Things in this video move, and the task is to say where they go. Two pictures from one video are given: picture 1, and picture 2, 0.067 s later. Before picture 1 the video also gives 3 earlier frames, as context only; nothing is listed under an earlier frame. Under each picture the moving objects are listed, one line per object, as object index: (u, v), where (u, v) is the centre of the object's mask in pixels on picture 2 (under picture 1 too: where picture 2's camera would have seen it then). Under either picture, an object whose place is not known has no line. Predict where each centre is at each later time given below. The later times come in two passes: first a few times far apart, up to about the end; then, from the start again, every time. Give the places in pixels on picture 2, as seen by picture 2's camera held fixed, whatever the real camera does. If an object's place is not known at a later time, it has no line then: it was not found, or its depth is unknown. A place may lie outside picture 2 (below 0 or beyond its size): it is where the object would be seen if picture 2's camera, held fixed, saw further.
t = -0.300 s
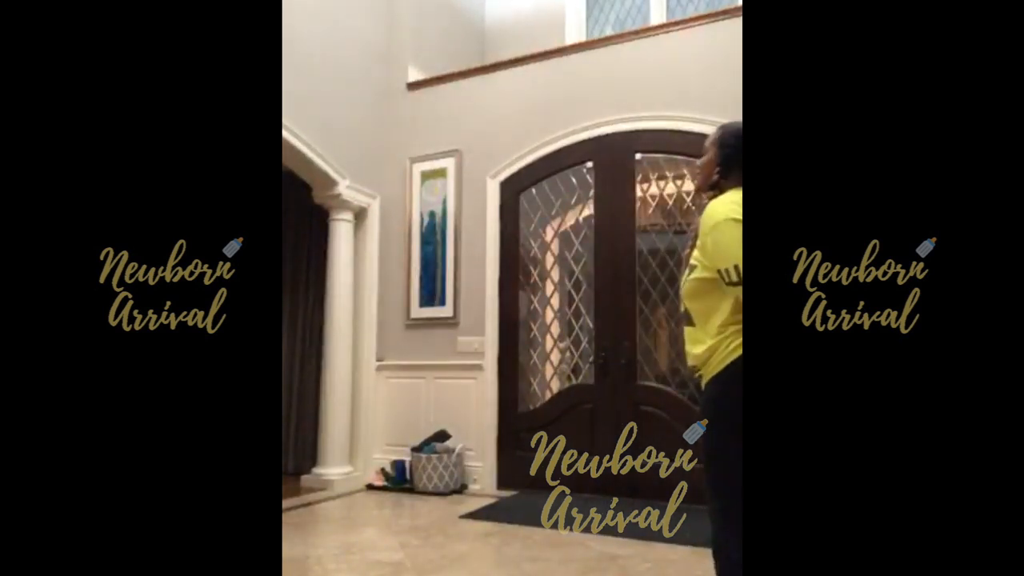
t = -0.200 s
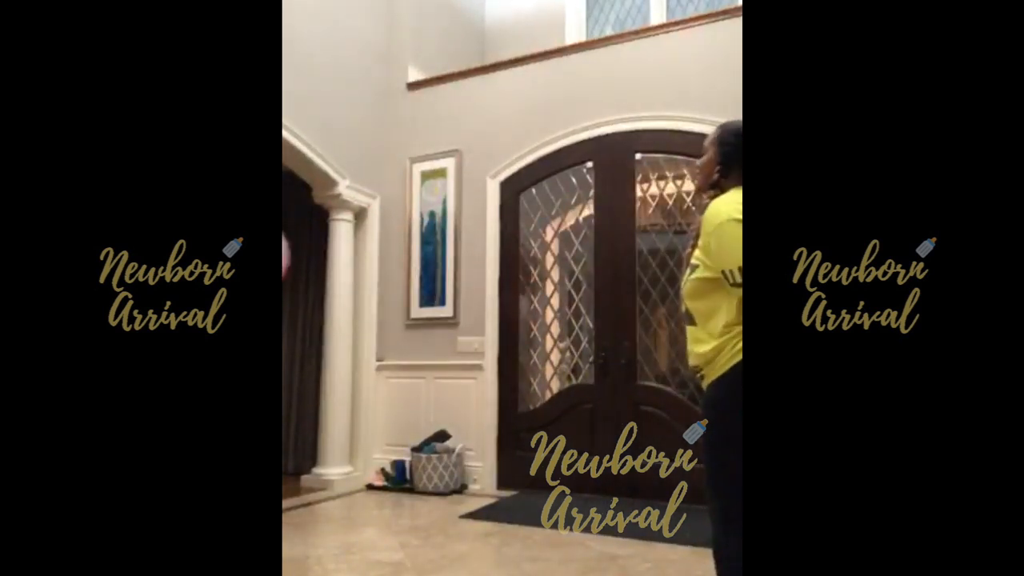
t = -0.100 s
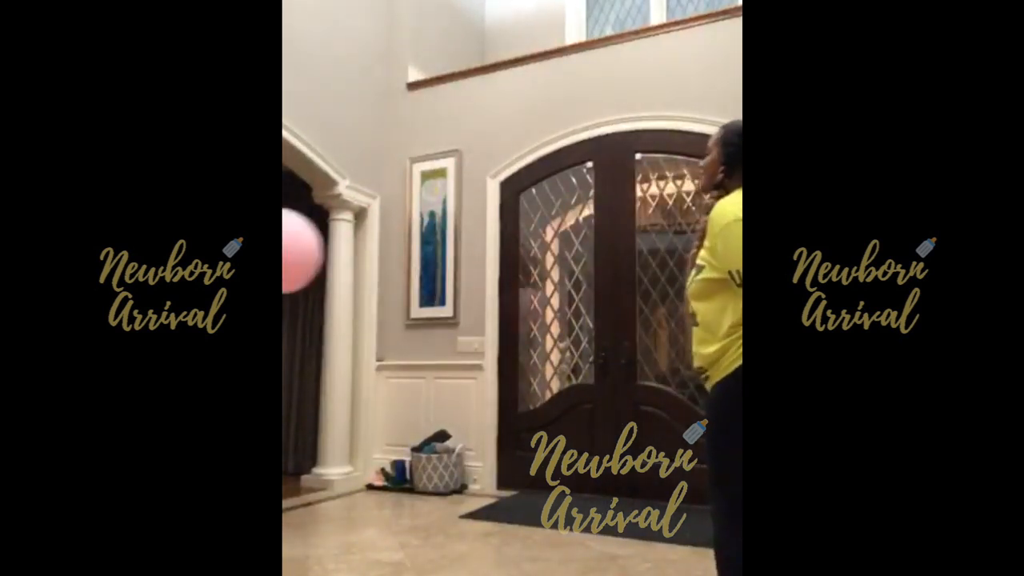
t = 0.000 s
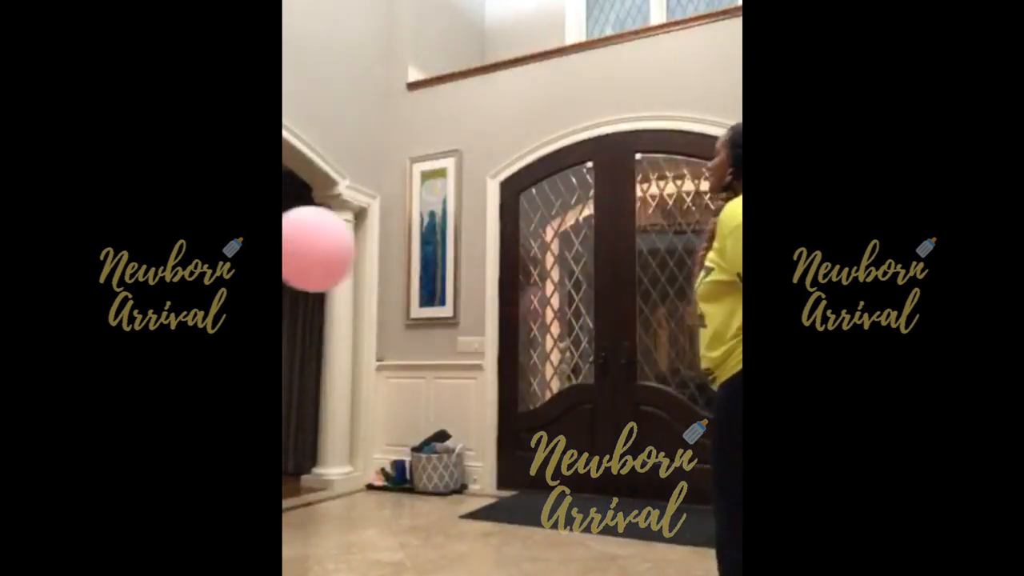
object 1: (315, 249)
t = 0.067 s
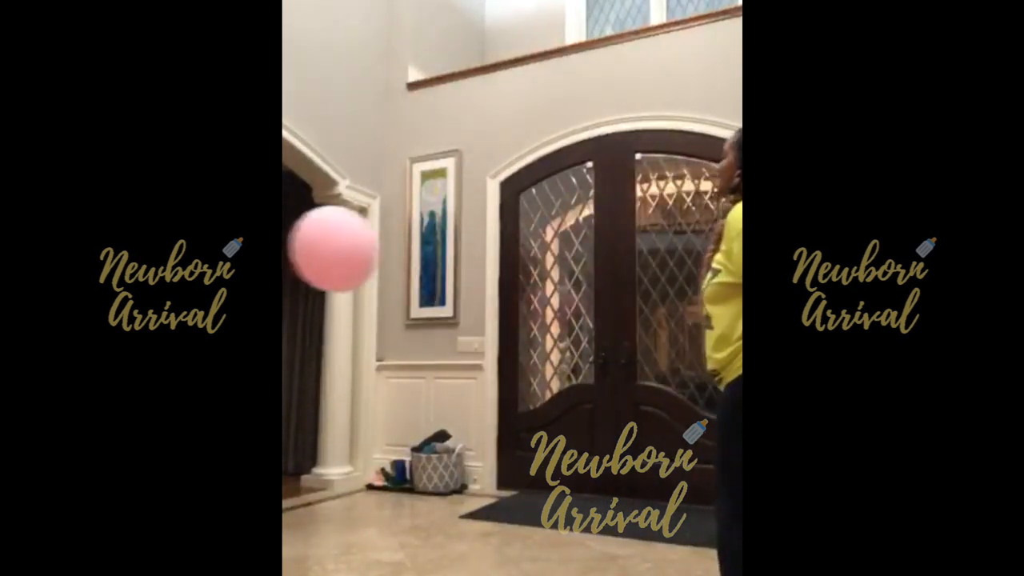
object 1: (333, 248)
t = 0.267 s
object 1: (400, 257)
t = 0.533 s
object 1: (477, 288)
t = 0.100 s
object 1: (344, 249)
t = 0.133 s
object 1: (355, 250)
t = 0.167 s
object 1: (366, 250)
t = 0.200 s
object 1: (378, 252)
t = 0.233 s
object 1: (390, 255)
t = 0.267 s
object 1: (400, 257)
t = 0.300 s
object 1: (411, 260)
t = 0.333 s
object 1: (420, 263)
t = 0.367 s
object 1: (430, 266)
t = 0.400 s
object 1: (439, 269)
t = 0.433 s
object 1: (448, 273)
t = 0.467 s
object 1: (458, 278)
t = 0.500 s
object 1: (467, 283)
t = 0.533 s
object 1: (477, 288)
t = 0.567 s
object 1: (485, 293)
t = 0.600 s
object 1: (493, 299)
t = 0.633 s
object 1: (501, 305)
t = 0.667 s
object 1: (509, 312)
